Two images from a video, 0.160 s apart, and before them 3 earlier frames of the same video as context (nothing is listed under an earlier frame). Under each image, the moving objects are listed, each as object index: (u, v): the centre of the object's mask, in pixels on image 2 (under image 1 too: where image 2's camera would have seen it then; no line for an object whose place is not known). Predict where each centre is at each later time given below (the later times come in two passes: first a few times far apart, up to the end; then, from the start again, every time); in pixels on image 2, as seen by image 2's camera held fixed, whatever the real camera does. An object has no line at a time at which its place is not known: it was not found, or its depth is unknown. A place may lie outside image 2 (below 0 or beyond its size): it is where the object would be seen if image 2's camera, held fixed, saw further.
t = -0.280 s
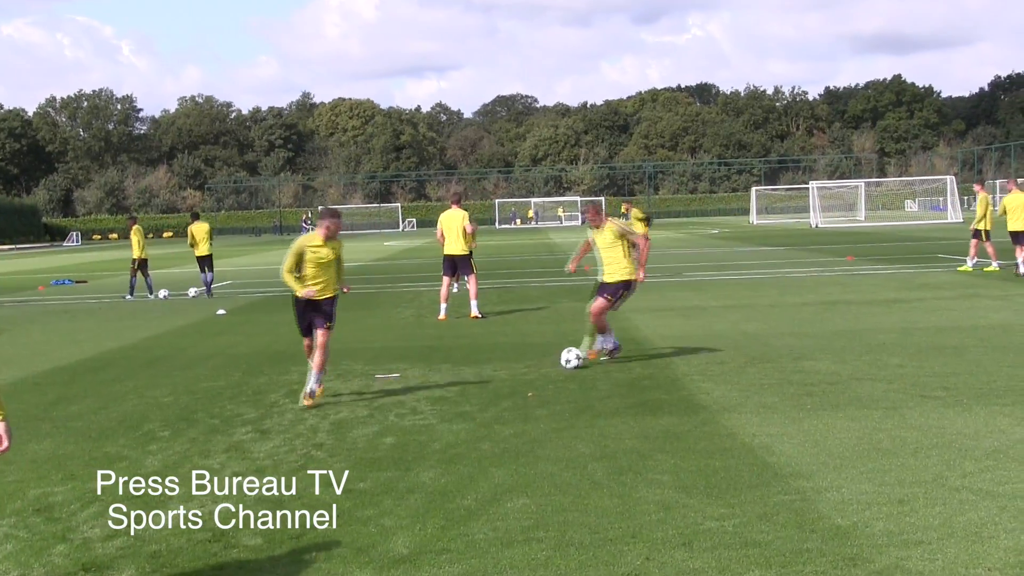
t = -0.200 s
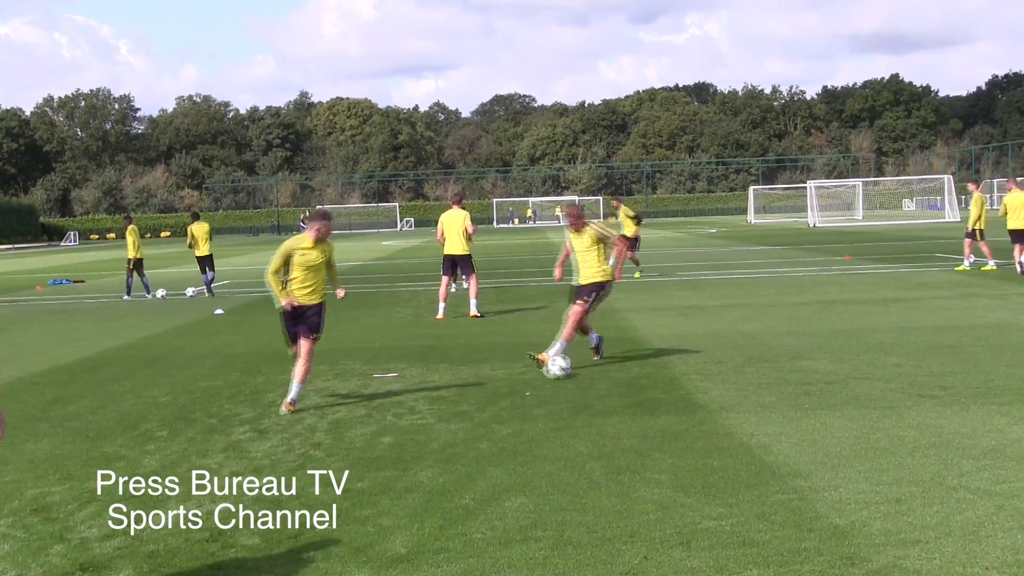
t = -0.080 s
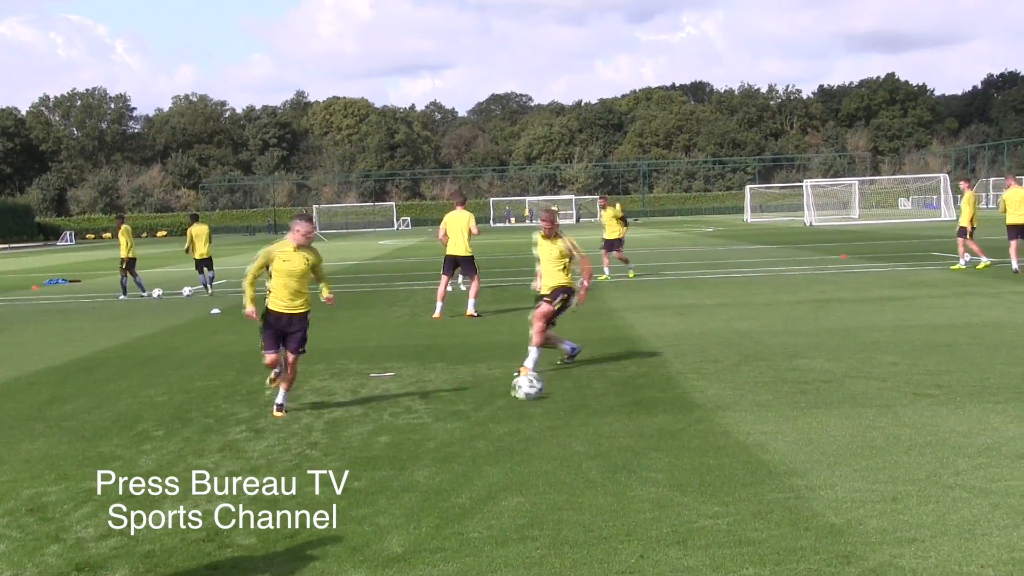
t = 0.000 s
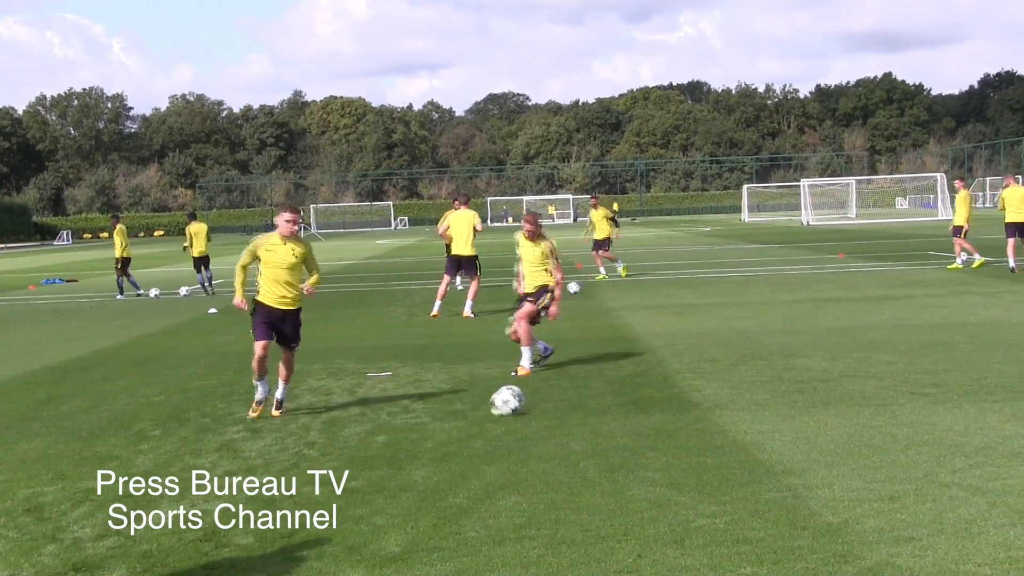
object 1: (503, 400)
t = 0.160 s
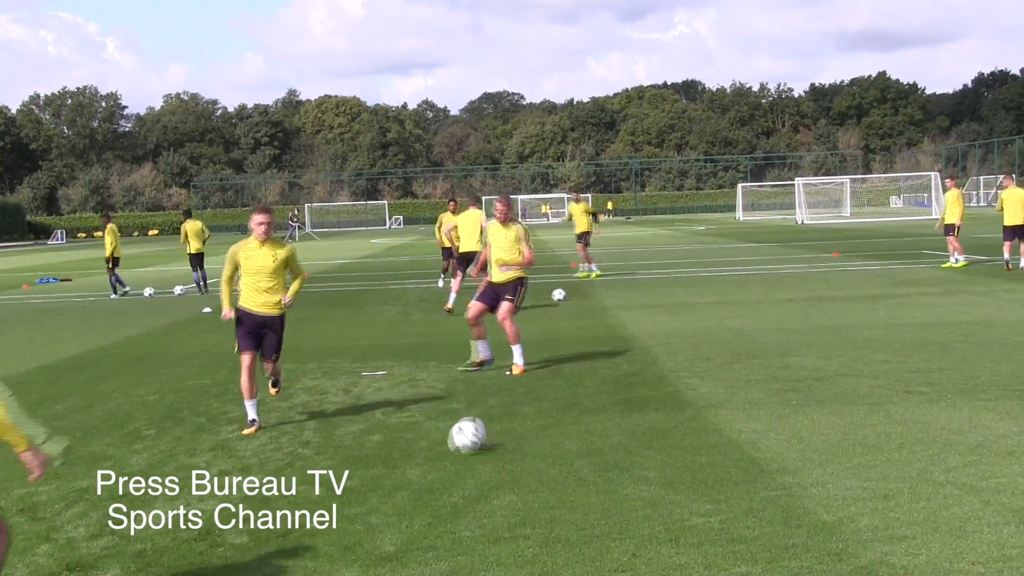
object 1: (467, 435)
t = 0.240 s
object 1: (450, 457)
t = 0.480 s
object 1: (404, 525)
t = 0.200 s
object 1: (459, 447)
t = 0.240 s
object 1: (450, 457)
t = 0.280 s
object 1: (443, 467)
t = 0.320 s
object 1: (435, 477)
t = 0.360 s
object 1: (427, 490)
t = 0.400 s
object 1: (419, 501)
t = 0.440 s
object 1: (411, 513)
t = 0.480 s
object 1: (404, 525)
